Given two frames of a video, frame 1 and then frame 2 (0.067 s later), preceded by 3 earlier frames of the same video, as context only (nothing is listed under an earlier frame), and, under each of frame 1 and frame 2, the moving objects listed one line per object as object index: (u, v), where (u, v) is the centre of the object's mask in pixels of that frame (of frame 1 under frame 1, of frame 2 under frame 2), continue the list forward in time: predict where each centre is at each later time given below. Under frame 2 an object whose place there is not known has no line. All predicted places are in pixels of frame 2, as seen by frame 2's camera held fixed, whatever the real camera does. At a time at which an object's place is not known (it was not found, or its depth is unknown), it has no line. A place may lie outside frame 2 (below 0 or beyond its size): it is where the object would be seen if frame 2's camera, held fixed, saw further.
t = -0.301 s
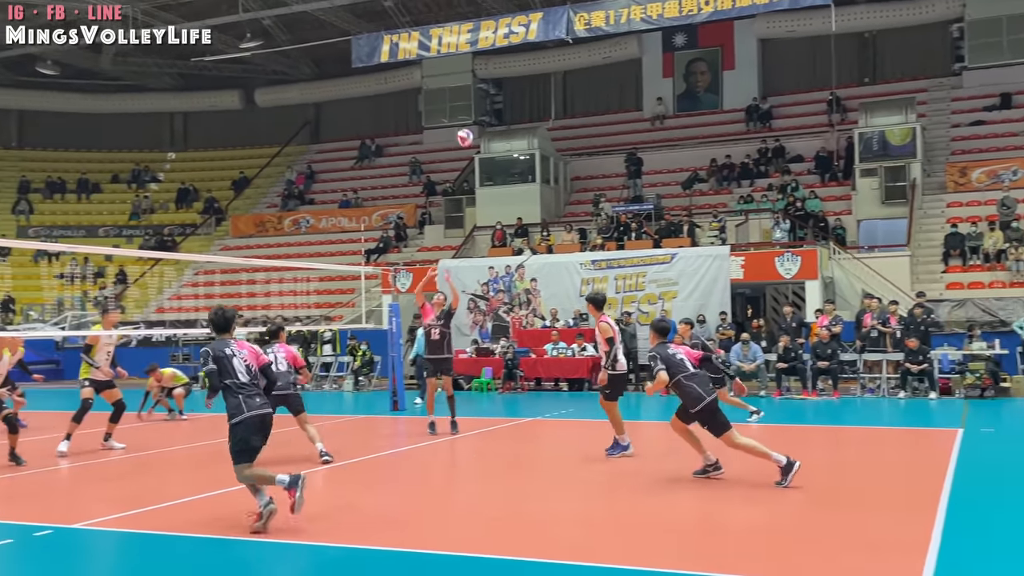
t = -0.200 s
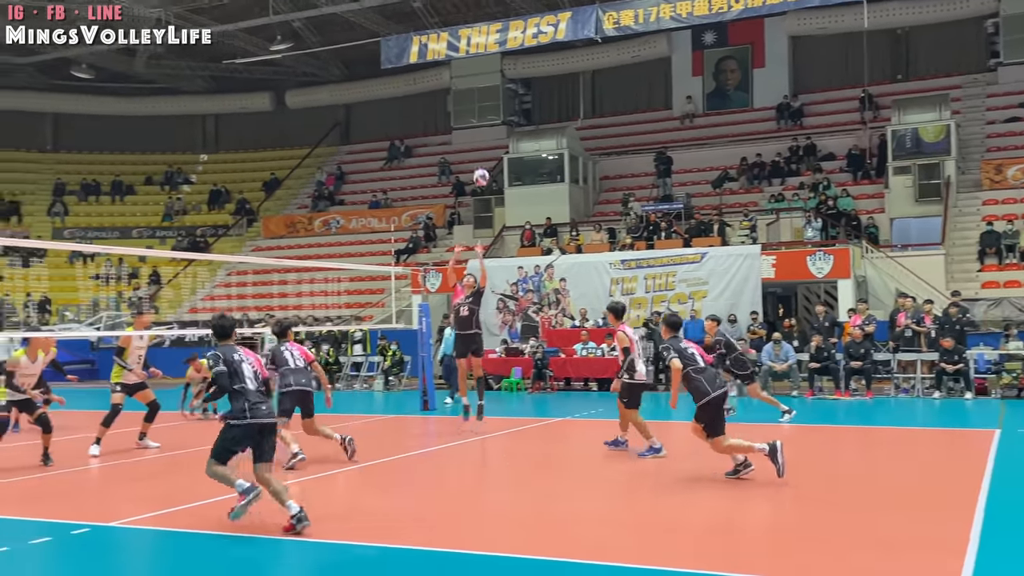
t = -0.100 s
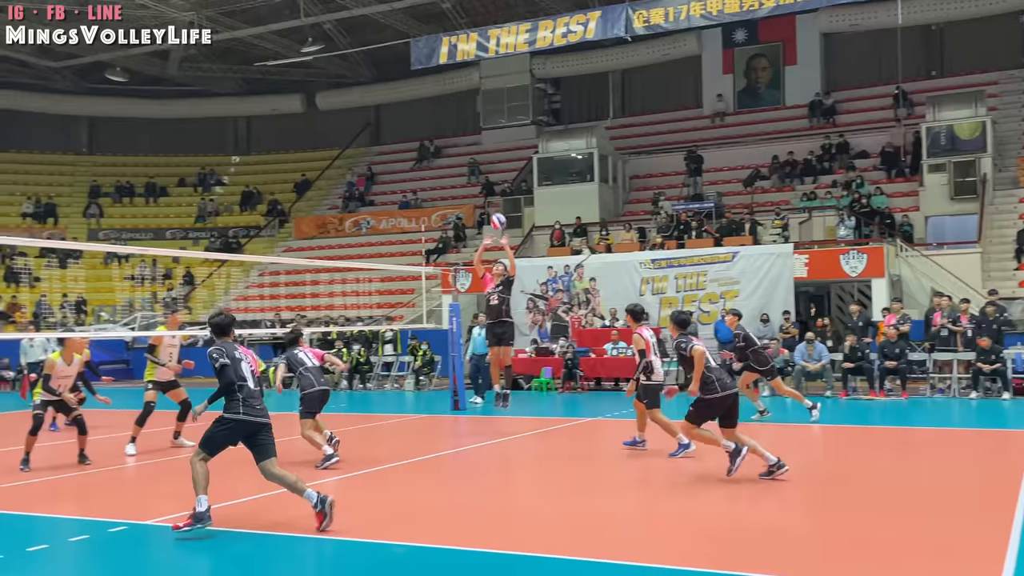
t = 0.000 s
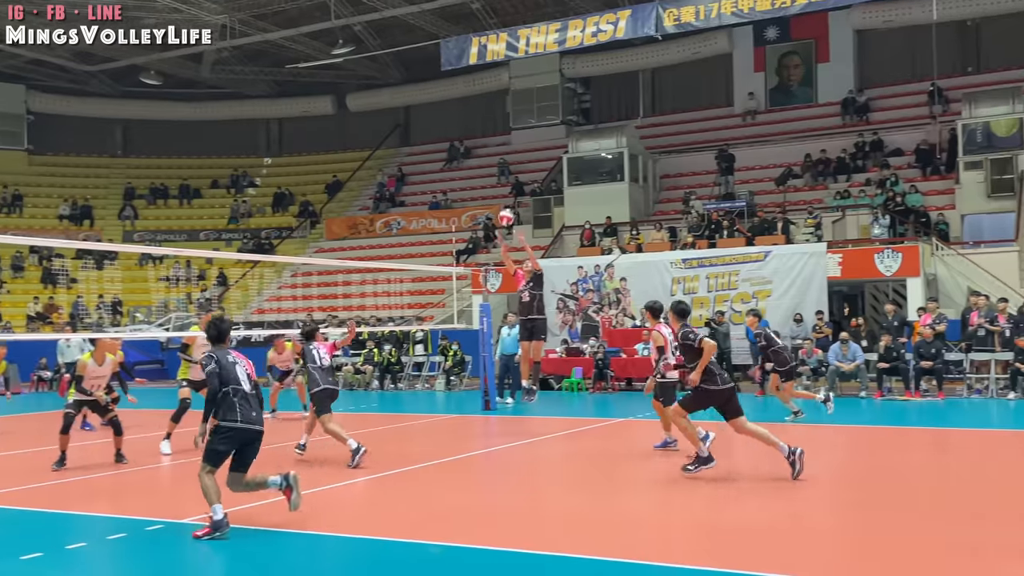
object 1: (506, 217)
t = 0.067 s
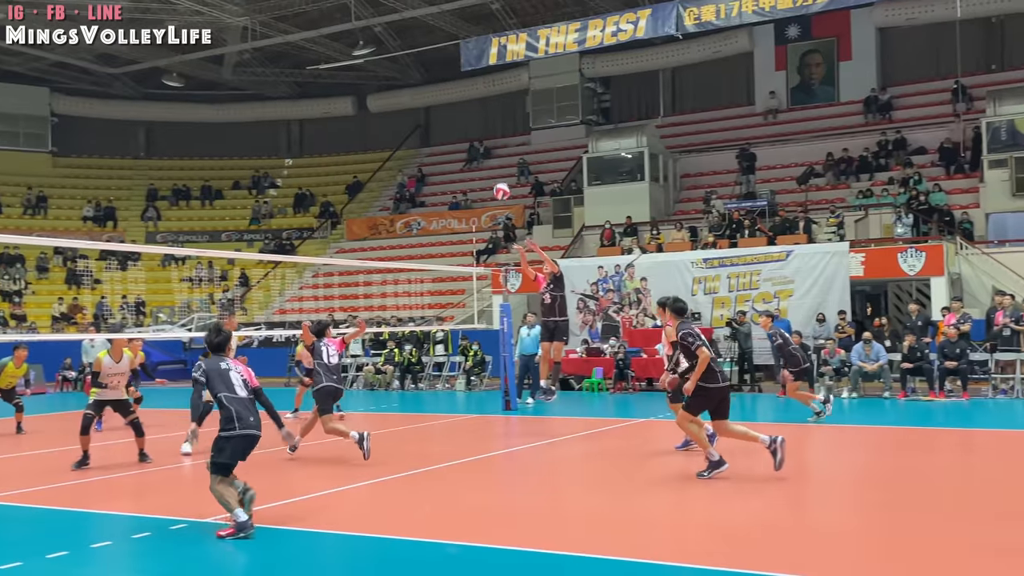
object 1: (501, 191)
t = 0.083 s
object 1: (495, 185)
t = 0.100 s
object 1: (489, 179)
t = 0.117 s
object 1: (483, 173)
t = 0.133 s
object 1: (477, 167)
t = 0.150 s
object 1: (472, 162)
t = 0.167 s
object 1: (465, 156)
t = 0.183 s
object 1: (459, 151)
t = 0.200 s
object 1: (452, 146)
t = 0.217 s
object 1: (446, 141)
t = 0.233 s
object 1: (440, 136)
